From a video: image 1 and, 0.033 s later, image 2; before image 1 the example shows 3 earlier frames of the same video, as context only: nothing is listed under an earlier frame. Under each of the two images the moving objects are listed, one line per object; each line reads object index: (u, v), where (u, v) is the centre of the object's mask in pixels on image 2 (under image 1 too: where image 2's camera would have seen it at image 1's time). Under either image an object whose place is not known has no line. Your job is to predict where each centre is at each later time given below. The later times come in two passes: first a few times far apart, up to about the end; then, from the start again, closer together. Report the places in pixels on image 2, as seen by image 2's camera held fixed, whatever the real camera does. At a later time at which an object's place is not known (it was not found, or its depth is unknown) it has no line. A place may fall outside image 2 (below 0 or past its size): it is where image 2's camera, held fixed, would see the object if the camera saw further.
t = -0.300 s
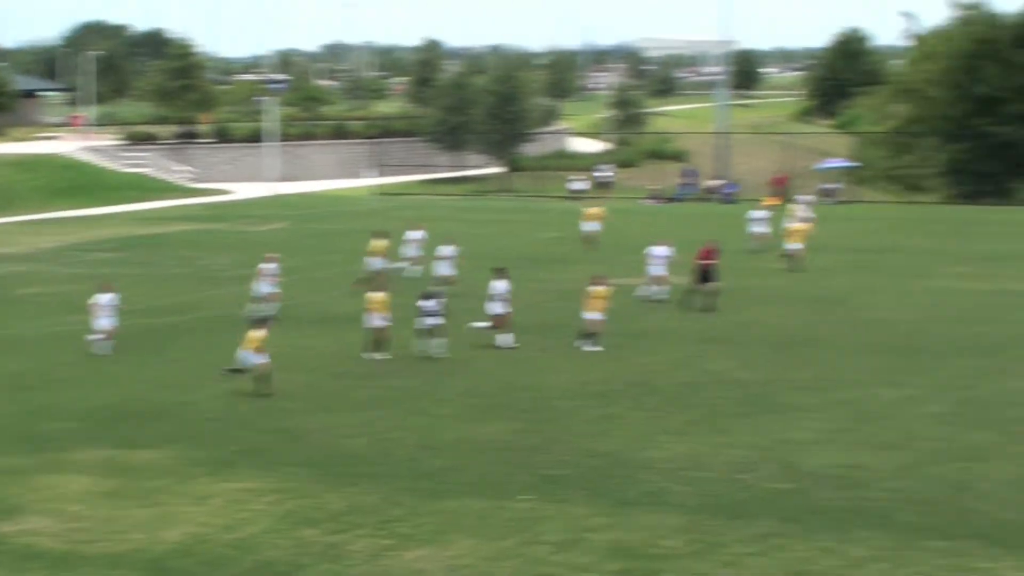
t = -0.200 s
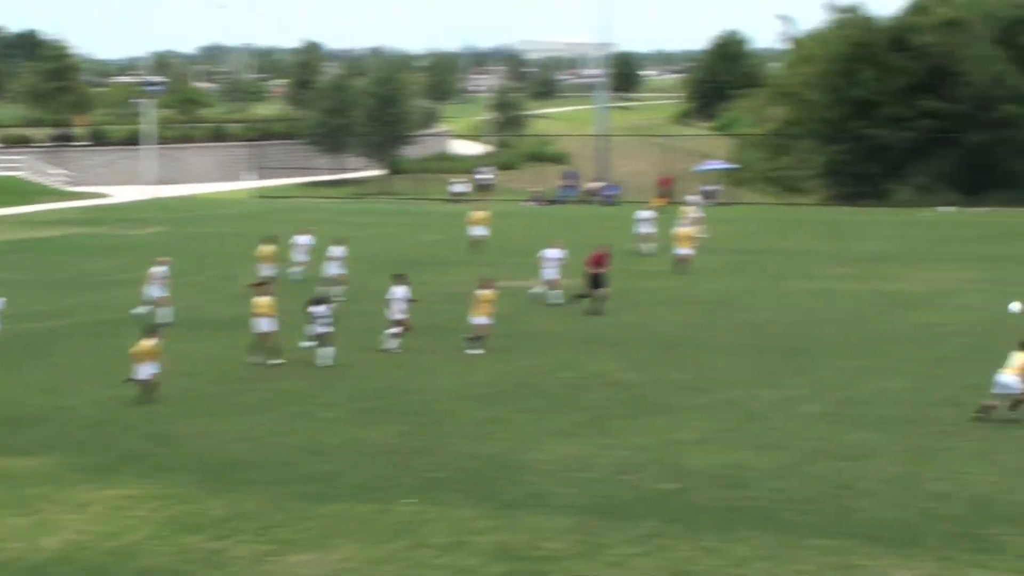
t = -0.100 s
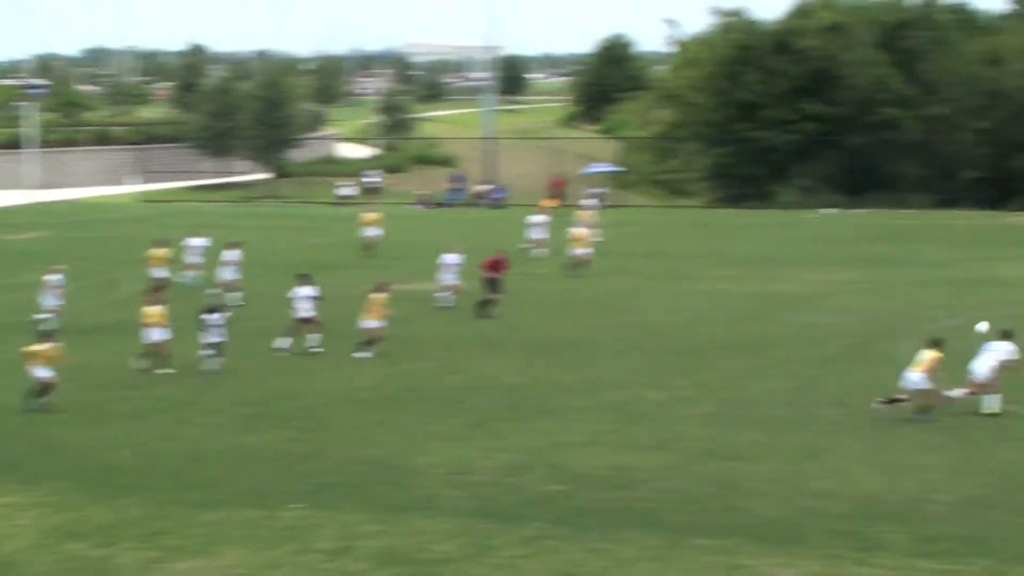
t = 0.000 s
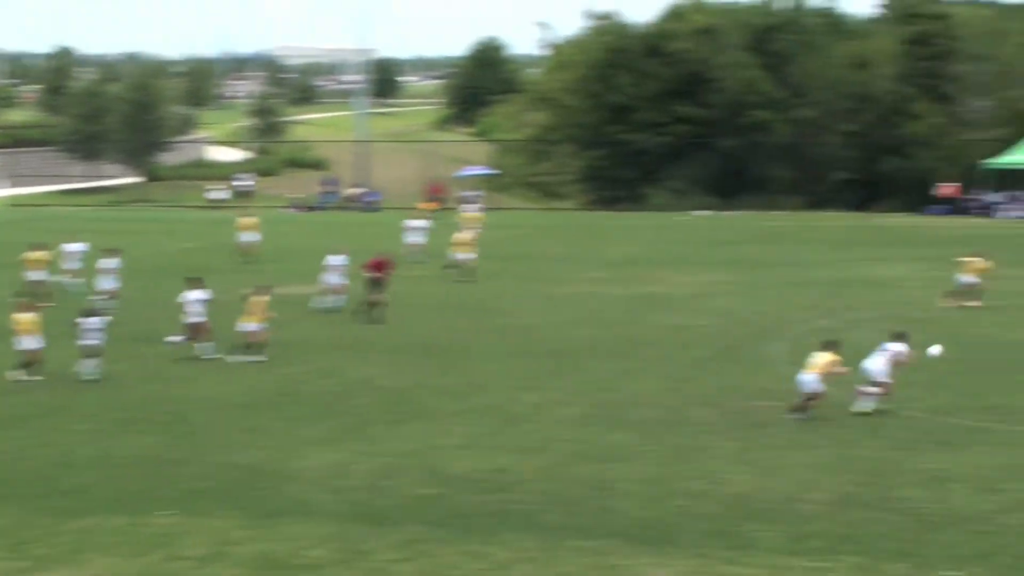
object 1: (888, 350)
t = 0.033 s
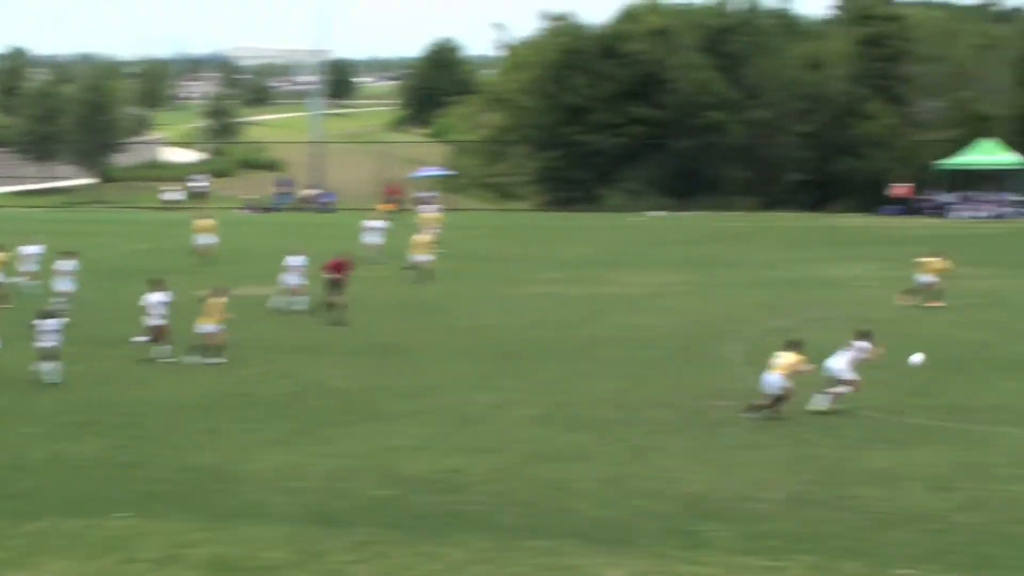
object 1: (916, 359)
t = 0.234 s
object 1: (1076, 382)
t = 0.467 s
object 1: (1245, 363)
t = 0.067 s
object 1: (945, 370)
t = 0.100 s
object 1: (976, 381)
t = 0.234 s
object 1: (1076, 382)
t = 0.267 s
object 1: (1099, 377)
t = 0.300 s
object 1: (1122, 373)
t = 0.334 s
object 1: (1146, 370)
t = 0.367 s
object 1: (1171, 367)
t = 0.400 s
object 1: (1195, 365)
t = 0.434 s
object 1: (1220, 364)
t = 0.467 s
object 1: (1245, 363)
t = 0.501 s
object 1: (1271, 363)
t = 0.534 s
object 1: (1296, 364)
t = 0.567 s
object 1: (1321, 366)
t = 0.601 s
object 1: (1347, 368)
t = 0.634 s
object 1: (1372, 371)
